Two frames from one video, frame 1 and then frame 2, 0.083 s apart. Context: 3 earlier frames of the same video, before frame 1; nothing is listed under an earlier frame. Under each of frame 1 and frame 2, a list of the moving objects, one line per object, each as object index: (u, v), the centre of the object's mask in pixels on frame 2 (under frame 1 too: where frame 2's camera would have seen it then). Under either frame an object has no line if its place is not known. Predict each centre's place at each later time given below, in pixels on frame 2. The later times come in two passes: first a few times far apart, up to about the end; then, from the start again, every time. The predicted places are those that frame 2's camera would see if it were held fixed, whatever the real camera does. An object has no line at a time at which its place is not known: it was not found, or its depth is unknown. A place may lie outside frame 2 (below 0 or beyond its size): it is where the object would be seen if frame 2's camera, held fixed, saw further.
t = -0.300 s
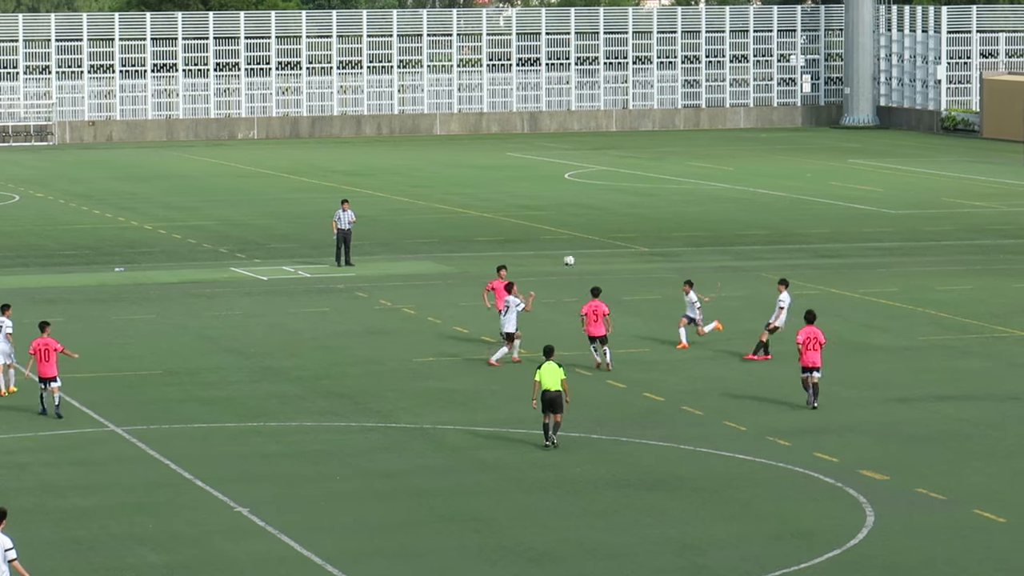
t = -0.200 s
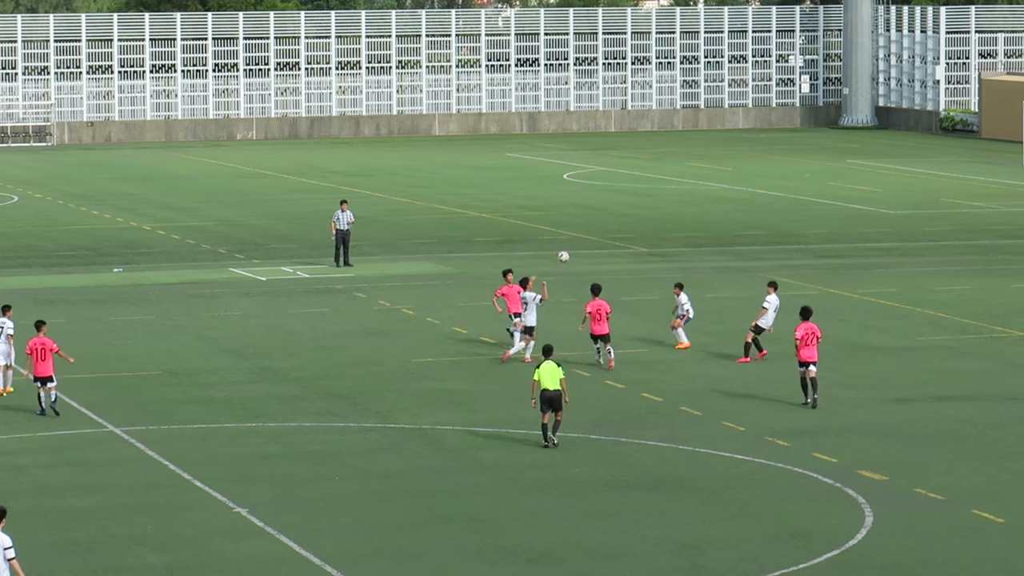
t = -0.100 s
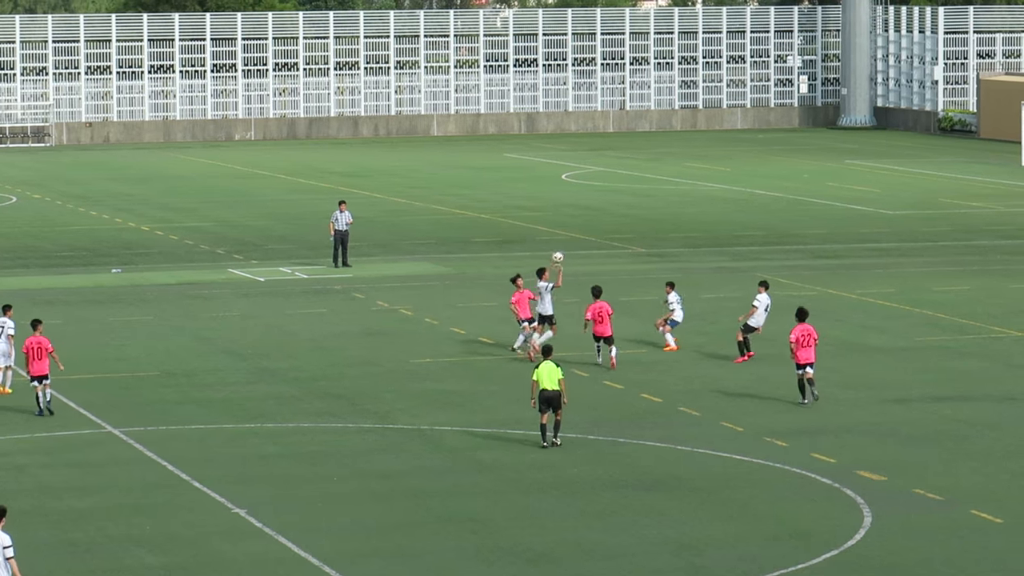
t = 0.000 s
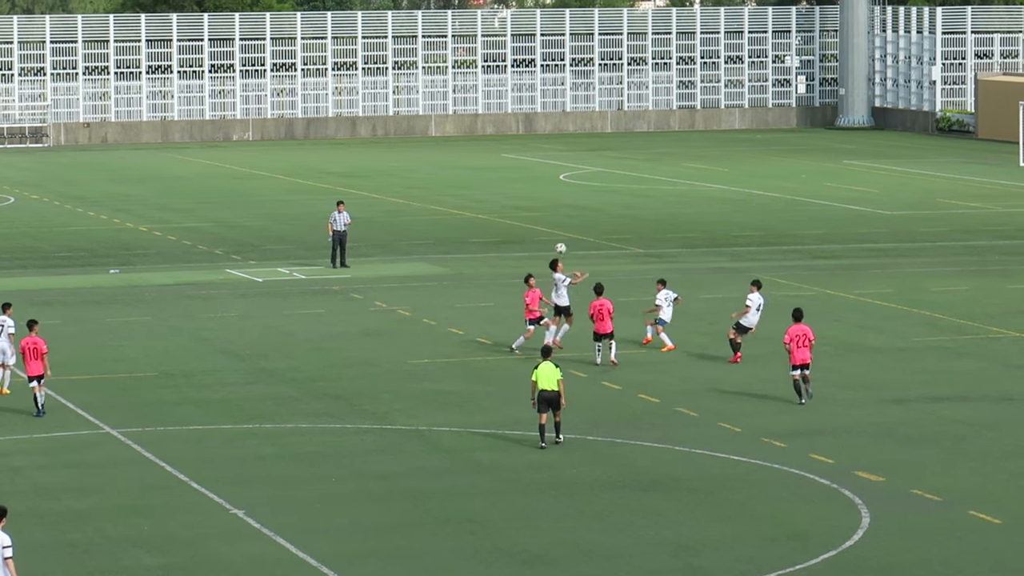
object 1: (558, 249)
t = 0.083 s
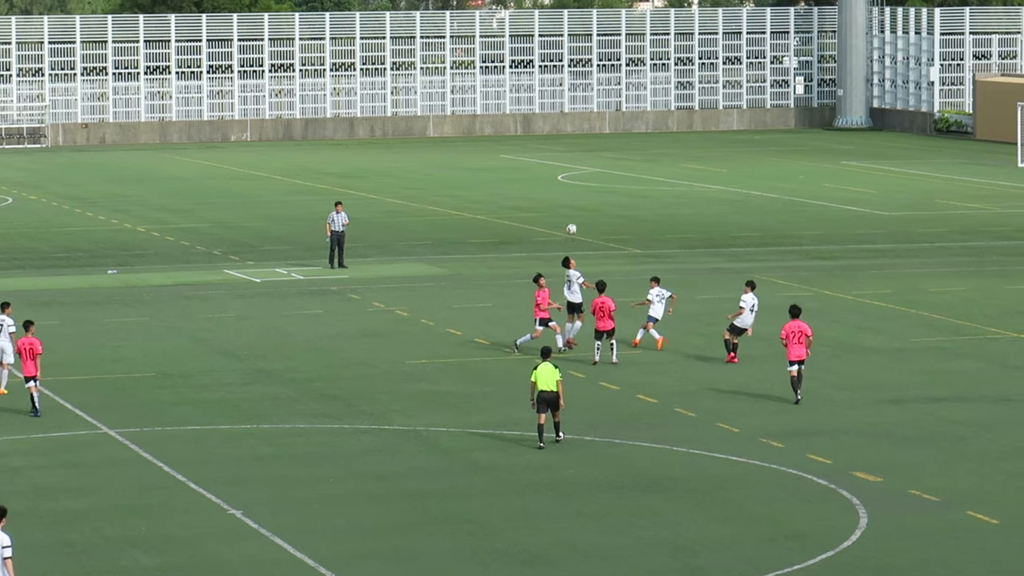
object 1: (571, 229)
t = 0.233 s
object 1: (595, 204)
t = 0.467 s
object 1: (630, 186)
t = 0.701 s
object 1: (665, 196)
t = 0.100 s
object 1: (574, 225)
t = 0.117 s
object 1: (576, 222)
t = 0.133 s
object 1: (579, 219)
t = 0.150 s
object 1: (582, 216)
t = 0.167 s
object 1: (584, 214)
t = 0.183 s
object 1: (587, 211)
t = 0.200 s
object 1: (590, 208)
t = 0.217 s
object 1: (592, 206)
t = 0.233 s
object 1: (595, 204)
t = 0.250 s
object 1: (598, 202)
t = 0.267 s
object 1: (600, 200)
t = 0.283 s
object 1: (603, 198)
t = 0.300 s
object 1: (605, 196)
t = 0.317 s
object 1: (608, 194)
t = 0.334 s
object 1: (610, 193)
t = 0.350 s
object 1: (613, 192)
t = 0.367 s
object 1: (616, 191)
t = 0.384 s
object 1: (618, 190)
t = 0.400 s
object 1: (621, 189)
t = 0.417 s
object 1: (623, 188)
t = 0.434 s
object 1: (625, 187)
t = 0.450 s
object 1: (628, 187)
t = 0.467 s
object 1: (630, 186)
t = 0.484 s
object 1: (633, 186)
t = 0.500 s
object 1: (635, 186)
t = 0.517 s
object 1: (638, 186)
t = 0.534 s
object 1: (640, 186)
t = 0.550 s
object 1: (643, 187)
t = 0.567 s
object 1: (645, 187)
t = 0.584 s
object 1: (647, 188)
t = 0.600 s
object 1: (650, 188)
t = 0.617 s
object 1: (652, 189)
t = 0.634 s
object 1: (655, 190)
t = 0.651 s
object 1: (657, 192)
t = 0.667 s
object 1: (660, 193)
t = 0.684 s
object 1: (662, 195)
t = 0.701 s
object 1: (665, 196)
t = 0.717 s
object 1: (667, 198)
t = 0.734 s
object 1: (670, 200)
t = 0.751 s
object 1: (672, 202)
